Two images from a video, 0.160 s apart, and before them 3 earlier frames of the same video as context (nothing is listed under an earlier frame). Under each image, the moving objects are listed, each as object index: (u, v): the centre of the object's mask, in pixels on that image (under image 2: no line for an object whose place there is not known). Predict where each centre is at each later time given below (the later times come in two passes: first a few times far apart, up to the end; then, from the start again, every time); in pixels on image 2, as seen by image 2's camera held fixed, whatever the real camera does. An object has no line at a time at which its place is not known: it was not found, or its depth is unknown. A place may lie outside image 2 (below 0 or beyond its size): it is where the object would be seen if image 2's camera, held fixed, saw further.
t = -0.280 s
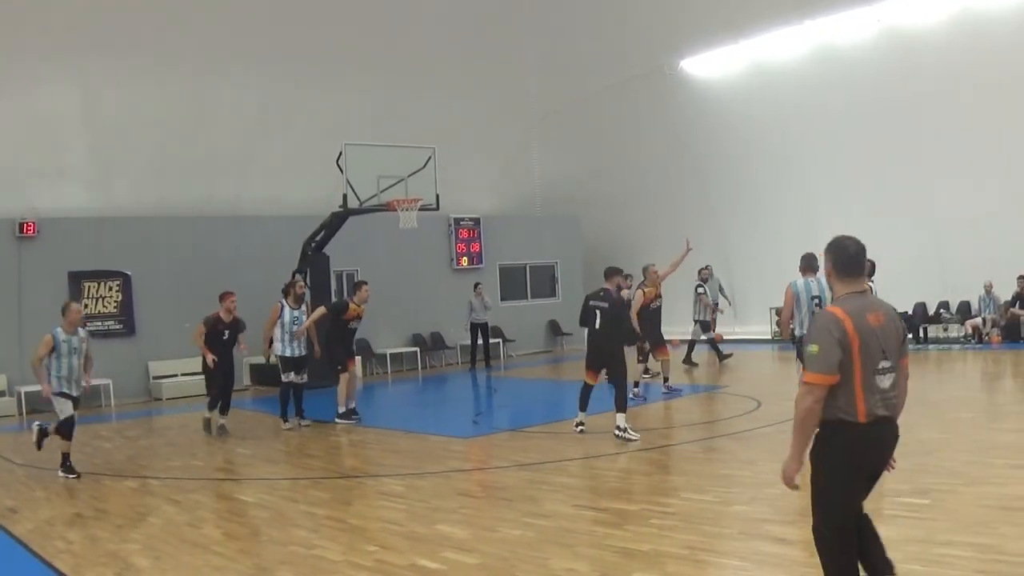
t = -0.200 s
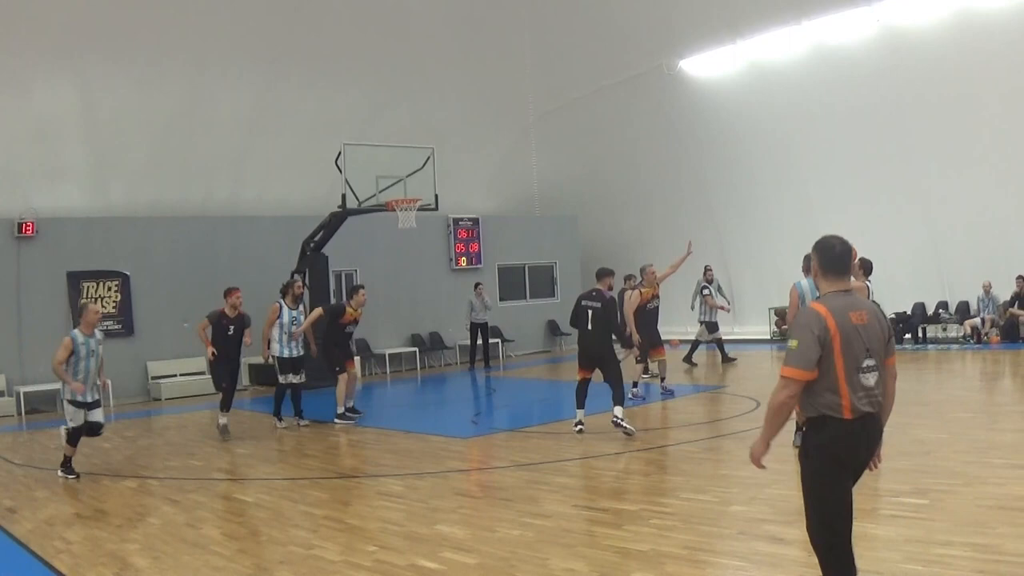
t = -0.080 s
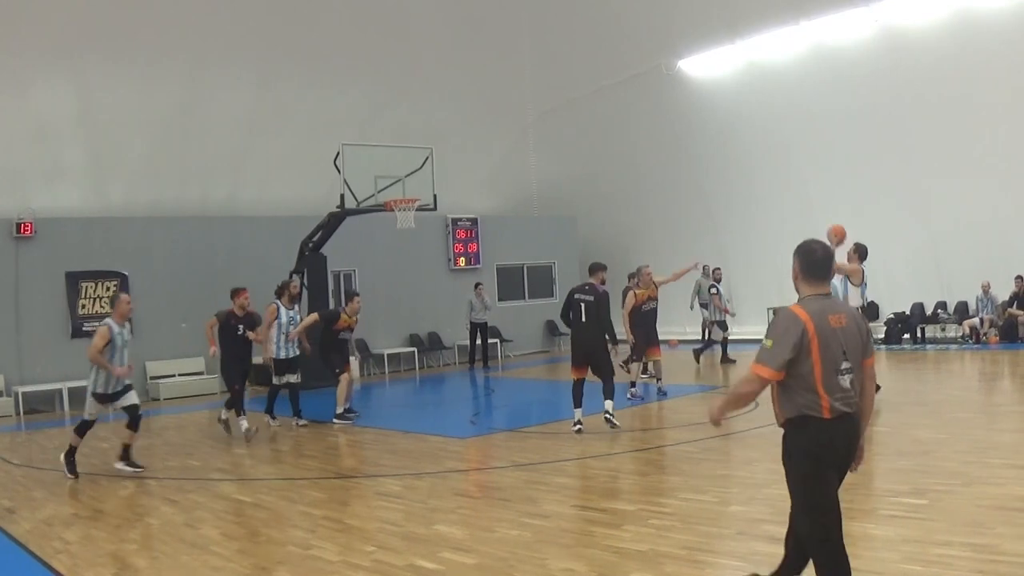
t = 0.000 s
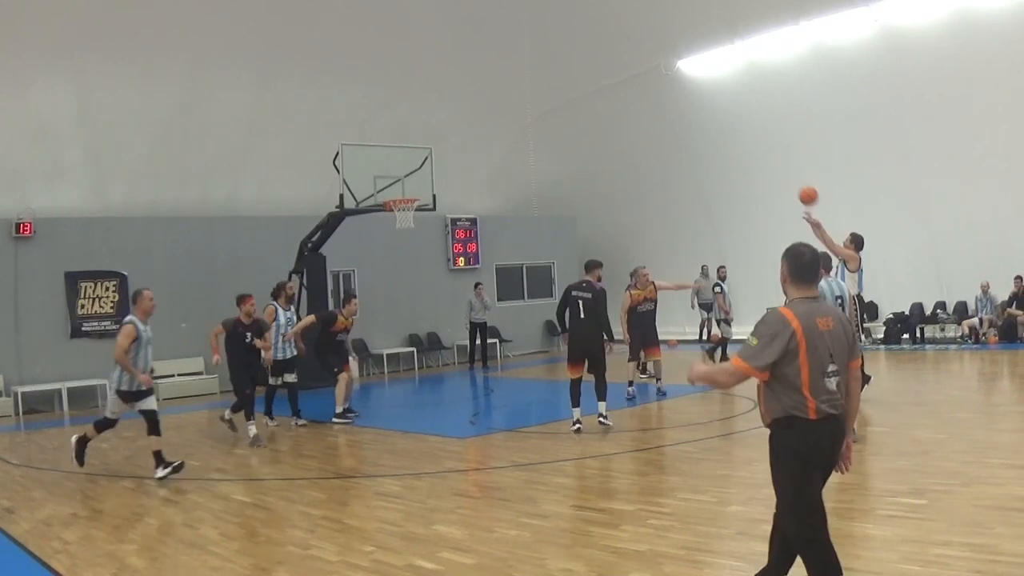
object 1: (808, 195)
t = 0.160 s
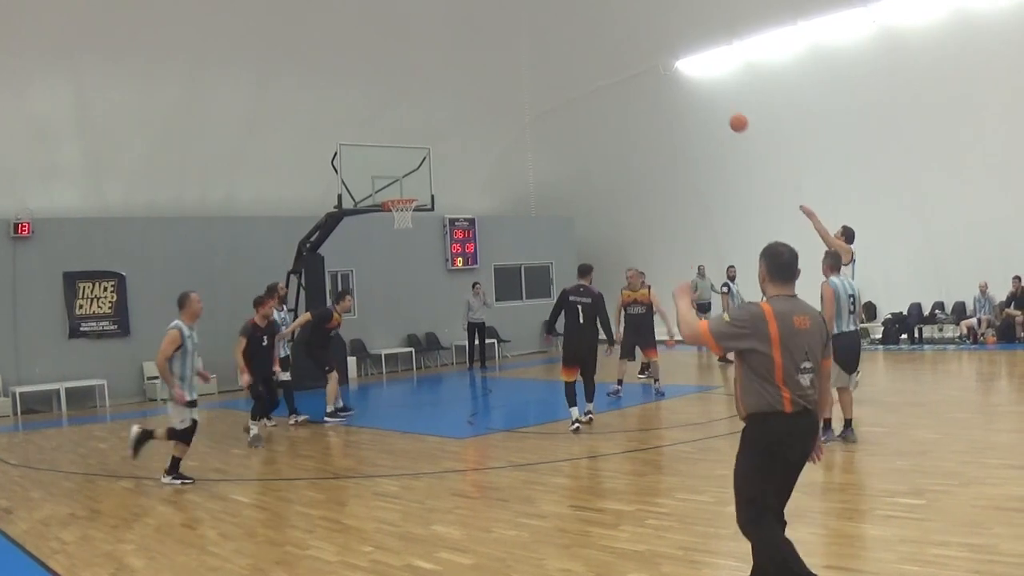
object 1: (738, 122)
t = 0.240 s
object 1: (706, 95)
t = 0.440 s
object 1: (632, 51)
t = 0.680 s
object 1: (556, 38)
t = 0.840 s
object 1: (512, 52)
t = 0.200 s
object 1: (722, 107)
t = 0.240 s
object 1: (706, 95)
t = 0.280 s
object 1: (690, 83)
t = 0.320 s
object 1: (674, 73)
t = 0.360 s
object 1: (660, 65)
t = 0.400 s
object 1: (646, 57)
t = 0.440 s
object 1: (632, 51)
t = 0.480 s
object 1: (618, 45)
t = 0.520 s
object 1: (605, 41)
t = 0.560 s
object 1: (592, 39)
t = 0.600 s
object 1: (579, 37)
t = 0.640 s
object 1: (568, 37)
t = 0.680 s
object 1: (556, 38)
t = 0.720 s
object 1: (544, 40)
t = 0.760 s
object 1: (533, 43)
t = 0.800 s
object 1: (522, 47)
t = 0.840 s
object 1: (512, 52)
